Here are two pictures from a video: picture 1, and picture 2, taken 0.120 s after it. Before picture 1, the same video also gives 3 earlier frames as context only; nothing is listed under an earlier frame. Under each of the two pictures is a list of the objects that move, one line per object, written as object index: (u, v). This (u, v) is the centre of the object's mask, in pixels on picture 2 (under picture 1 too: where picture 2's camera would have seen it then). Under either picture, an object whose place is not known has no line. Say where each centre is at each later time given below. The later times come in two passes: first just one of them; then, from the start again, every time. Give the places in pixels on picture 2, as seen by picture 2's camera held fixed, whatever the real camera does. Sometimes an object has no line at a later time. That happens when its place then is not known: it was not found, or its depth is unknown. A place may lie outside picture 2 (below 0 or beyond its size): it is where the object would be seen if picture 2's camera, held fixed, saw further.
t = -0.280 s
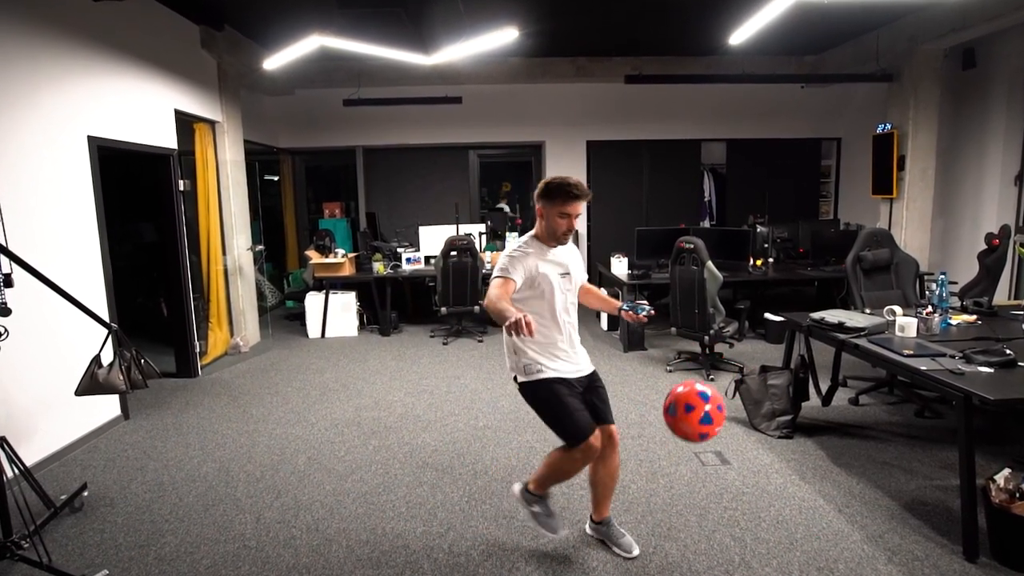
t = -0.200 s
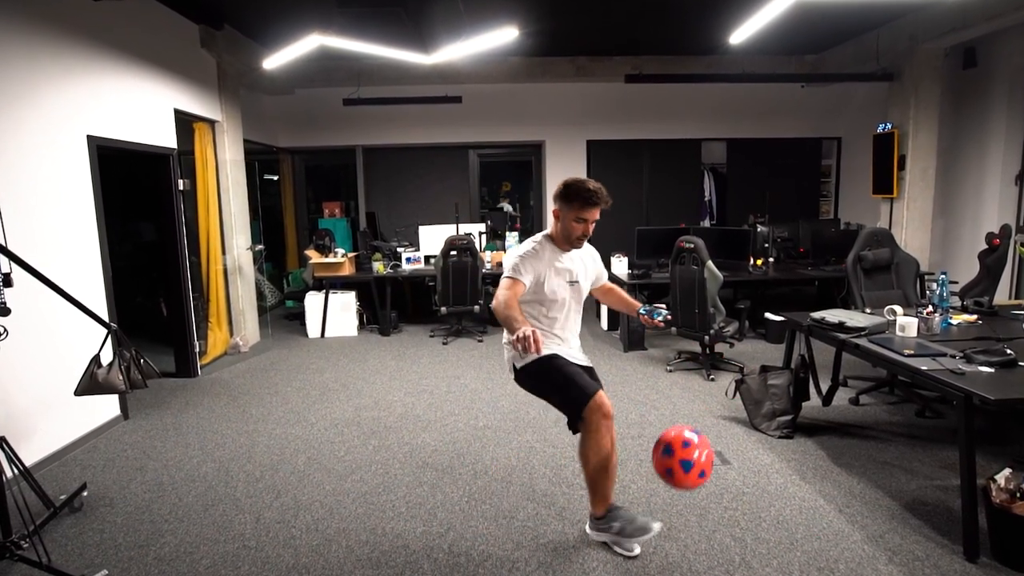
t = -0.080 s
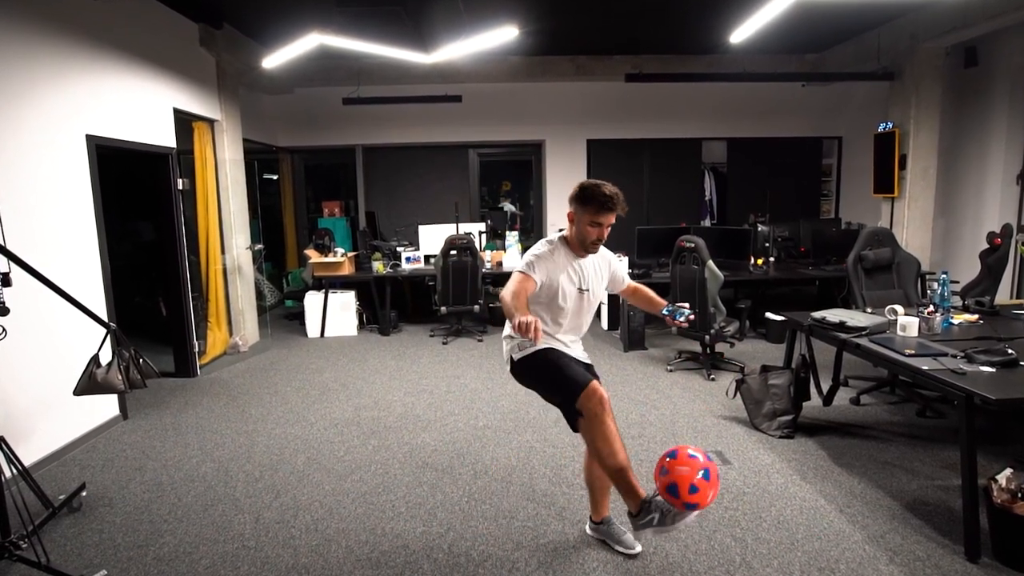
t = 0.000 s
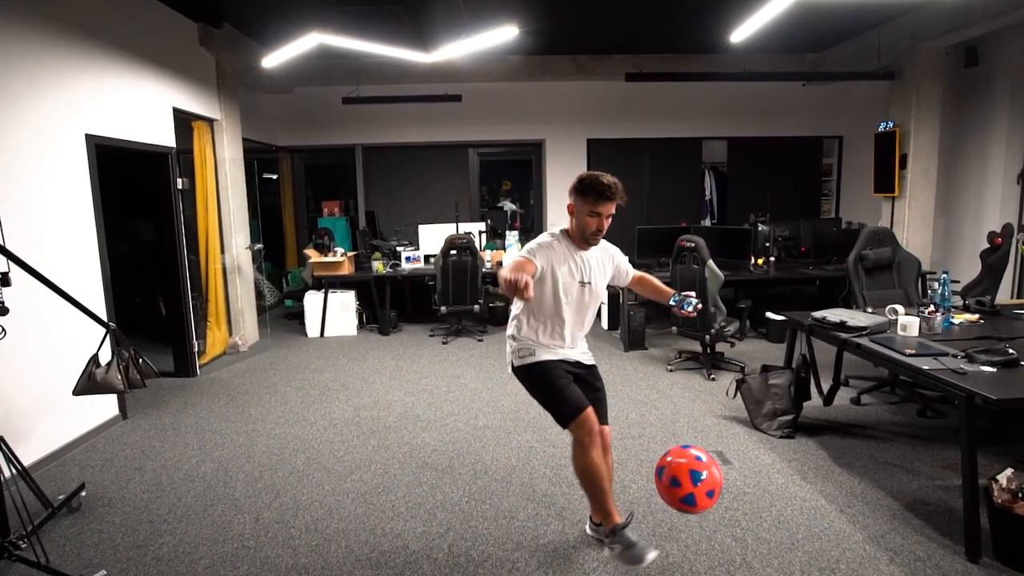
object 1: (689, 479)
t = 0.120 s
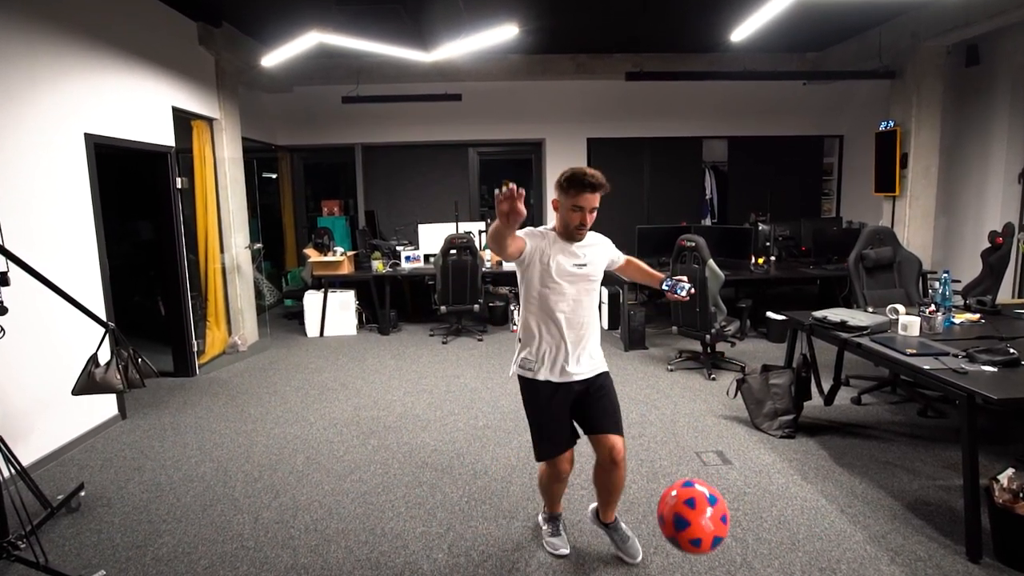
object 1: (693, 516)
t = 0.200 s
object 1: (692, 553)
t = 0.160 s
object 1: (694, 538)
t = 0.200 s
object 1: (692, 553)
